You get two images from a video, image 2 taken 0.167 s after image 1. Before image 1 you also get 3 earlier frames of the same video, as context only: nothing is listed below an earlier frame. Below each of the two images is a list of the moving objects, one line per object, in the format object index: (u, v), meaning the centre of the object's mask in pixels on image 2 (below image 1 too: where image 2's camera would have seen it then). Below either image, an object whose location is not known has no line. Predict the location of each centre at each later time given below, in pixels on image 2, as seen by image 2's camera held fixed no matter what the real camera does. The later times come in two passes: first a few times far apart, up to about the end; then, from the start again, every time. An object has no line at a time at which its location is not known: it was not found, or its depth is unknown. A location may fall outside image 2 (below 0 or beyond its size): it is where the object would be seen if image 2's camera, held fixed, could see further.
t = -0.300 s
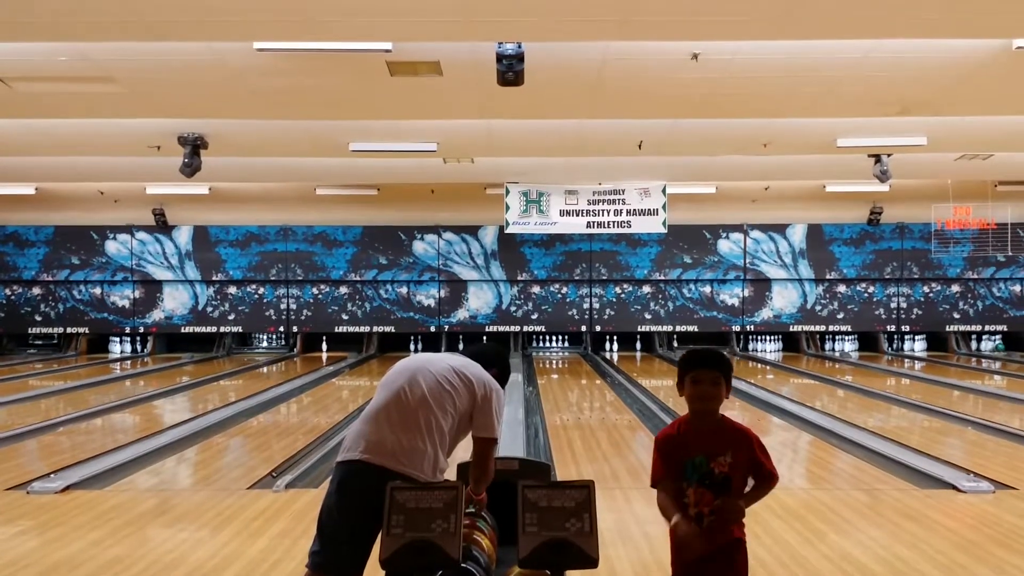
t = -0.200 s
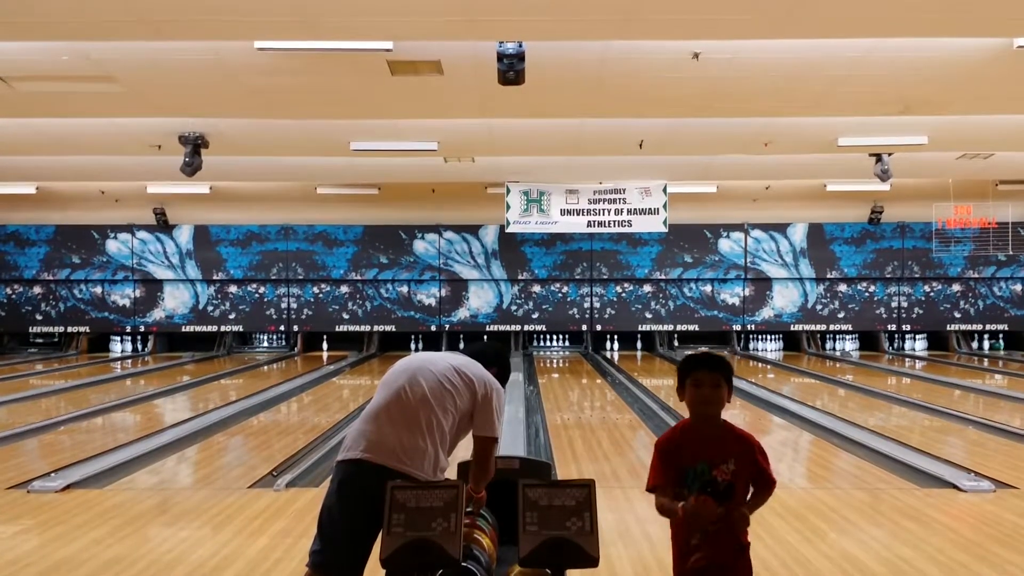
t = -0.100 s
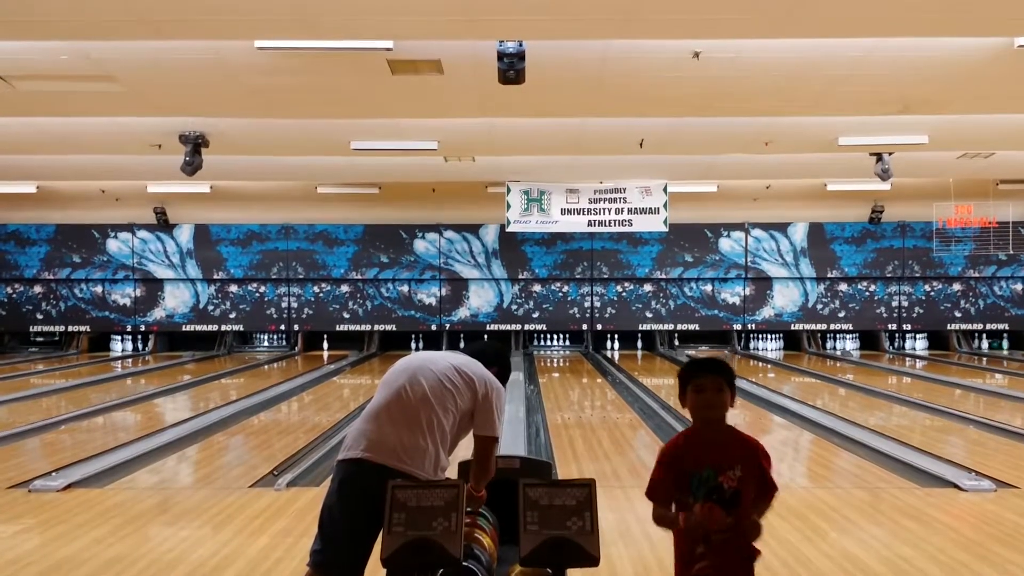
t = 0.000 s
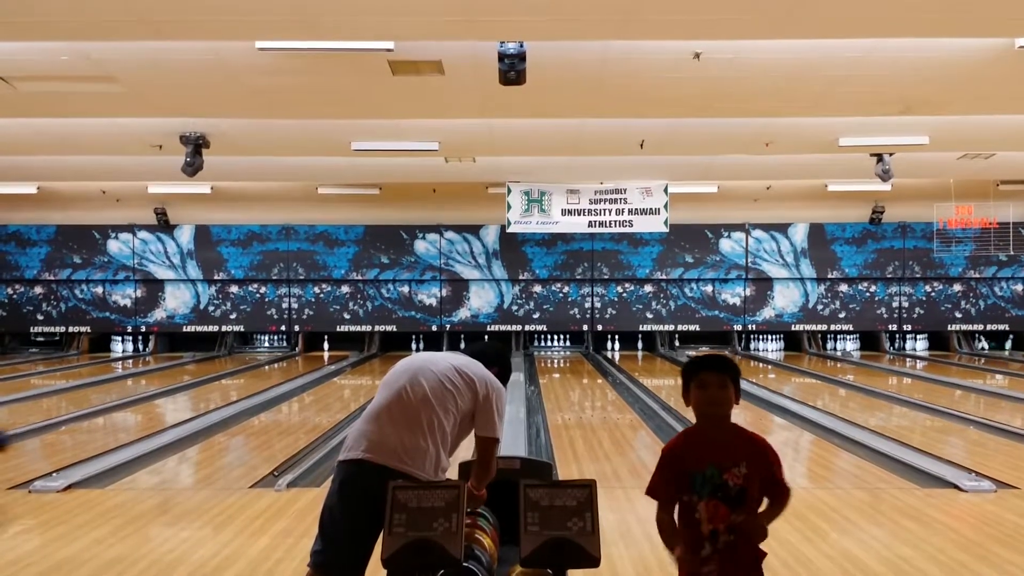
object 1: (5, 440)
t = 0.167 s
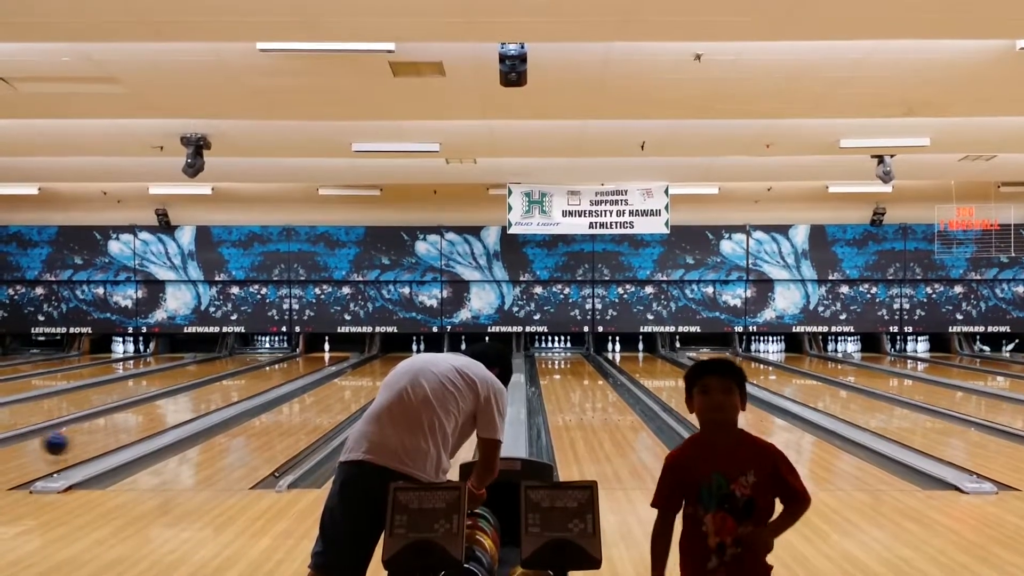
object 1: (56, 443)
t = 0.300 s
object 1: (96, 435)
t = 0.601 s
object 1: (163, 412)
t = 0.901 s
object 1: (211, 396)
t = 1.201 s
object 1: (246, 383)
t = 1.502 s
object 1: (273, 373)
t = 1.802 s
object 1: (295, 366)
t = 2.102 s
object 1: (314, 362)
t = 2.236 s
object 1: (320, 360)
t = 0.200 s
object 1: (67, 446)
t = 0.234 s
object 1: (77, 443)
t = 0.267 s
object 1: (86, 439)
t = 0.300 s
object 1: (96, 435)
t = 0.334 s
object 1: (104, 431)
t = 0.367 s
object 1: (112, 429)
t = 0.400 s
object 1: (121, 427)
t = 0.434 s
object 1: (128, 425)
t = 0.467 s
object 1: (136, 422)
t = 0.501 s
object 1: (143, 420)
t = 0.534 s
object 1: (150, 418)
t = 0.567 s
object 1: (156, 415)
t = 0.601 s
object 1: (163, 412)
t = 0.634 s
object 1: (169, 410)
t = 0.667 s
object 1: (175, 408)
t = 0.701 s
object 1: (181, 407)
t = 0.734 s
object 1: (186, 404)
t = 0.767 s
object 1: (192, 403)
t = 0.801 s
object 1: (197, 401)
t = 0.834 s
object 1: (201, 400)
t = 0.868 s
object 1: (206, 398)
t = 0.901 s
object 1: (211, 396)
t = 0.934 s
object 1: (215, 394)
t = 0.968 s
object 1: (220, 393)
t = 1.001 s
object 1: (224, 391)
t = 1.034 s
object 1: (228, 390)
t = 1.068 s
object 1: (231, 388)
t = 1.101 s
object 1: (236, 387)
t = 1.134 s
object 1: (240, 385)
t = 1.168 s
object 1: (243, 384)
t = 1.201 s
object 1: (246, 383)
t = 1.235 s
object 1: (250, 382)
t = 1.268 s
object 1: (253, 380)
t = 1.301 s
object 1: (257, 379)
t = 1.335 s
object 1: (259, 378)
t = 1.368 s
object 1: (262, 377)
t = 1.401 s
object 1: (265, 376)
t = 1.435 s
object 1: (268, 375)
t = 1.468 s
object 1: (270, 374)
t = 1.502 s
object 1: (273, 373)
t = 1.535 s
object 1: (277, 372)
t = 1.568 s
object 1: (278, 372)
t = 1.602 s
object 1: (281, 372)
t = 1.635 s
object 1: (284, 371)
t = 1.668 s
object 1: (286, 370)
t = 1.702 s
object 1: (288, 369)
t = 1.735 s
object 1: (290, 369)
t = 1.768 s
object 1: (292, 367)
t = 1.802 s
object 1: (295, 366)
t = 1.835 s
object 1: (297, 365)
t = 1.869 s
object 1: (299, 364)
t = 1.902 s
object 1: (300, 365)
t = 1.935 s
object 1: (301, 365)
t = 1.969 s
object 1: (305, 364)
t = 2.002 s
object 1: (307, 364)
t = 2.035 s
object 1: (309, 363)
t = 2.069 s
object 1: (312, 362)
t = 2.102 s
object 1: (314, 362)
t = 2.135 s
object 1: (315, 361)
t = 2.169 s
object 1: (316, 361)
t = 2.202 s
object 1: (319, 360)
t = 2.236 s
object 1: (320, 360)
